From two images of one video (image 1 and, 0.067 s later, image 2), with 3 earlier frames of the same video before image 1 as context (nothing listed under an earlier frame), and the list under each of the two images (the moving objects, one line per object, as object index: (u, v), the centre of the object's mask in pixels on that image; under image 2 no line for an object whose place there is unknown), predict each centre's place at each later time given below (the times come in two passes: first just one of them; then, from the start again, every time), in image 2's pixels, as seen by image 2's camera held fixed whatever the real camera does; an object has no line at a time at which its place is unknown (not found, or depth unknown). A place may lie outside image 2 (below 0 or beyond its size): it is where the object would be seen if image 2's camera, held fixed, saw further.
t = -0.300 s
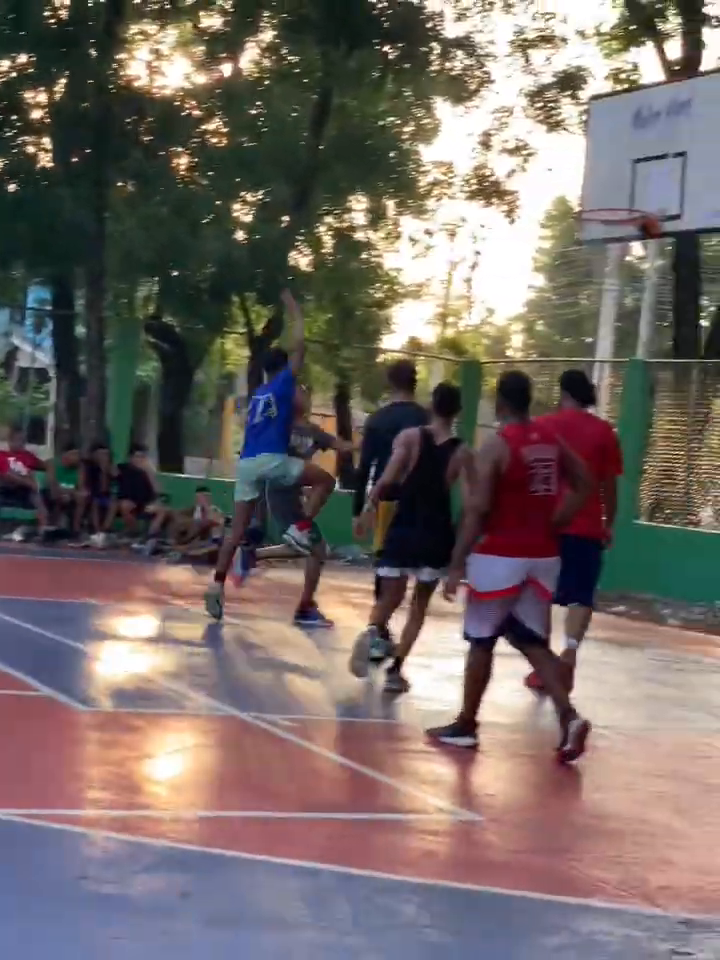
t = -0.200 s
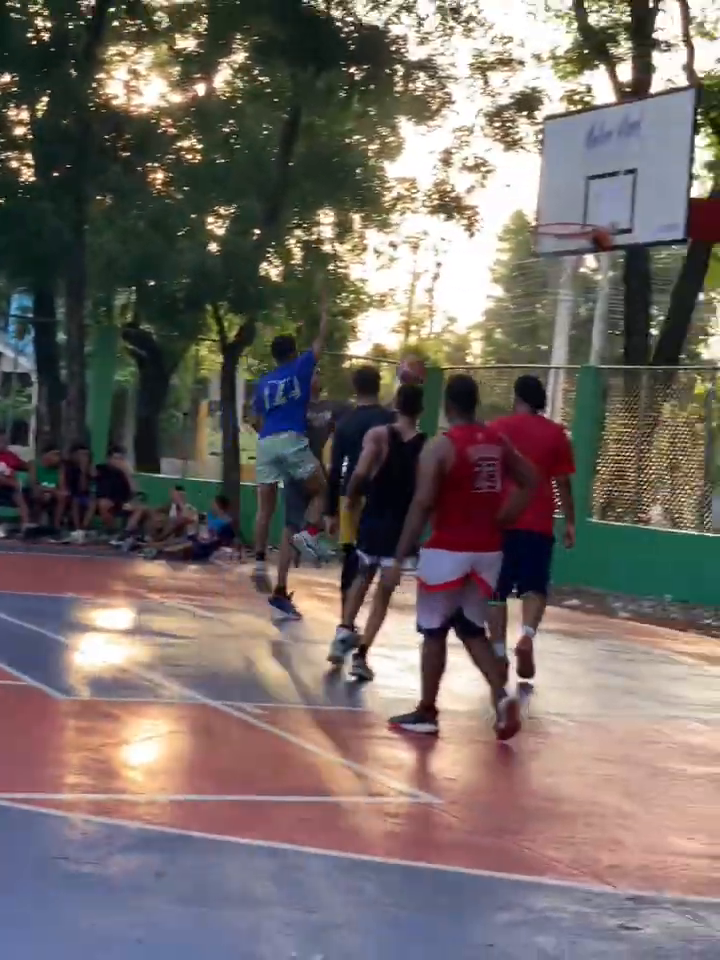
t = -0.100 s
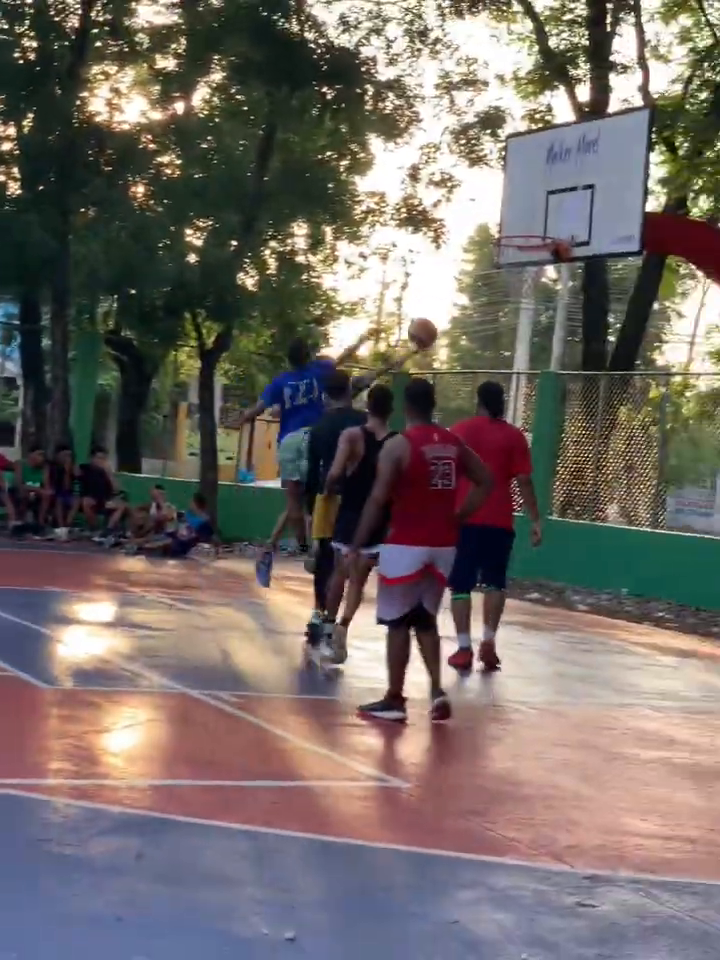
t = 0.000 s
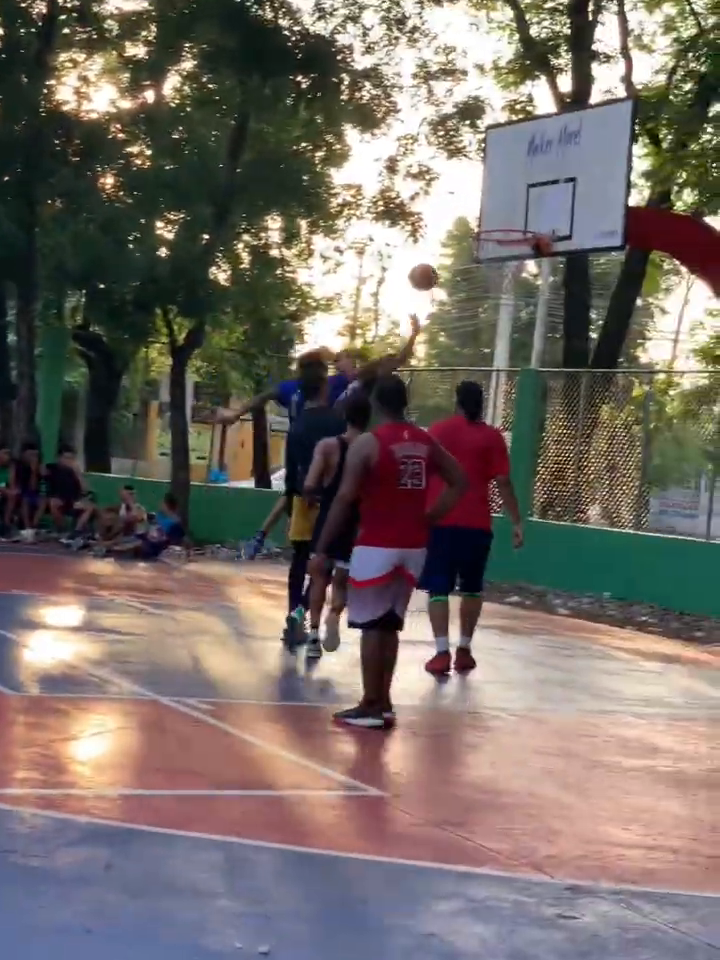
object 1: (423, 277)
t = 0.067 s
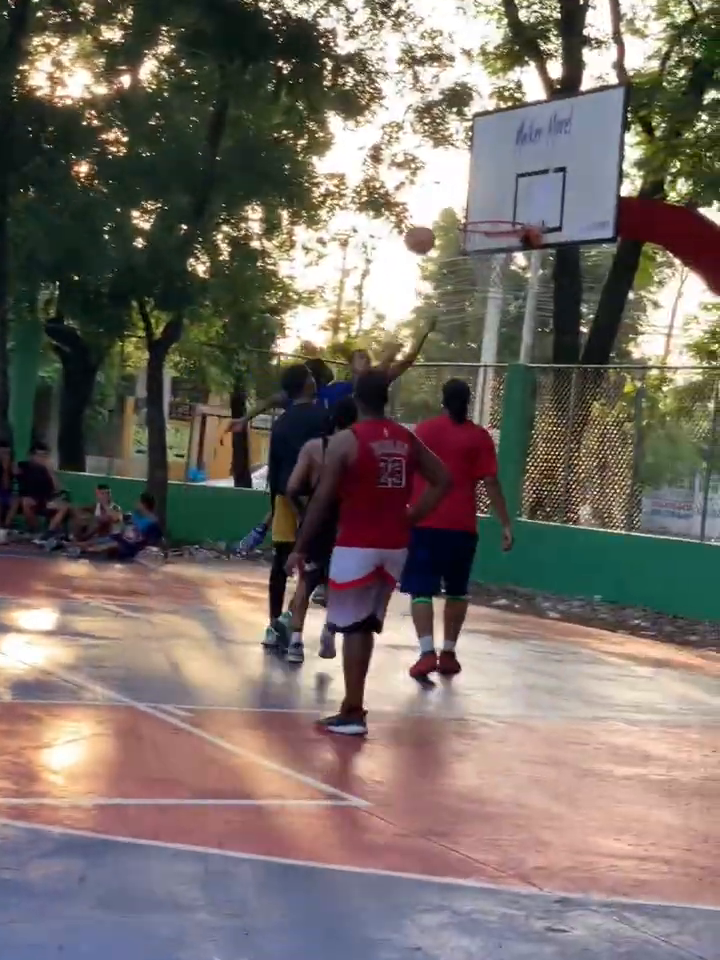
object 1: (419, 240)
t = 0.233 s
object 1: (443, 176)
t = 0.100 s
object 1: (423, 225)
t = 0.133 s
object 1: (429, 212)
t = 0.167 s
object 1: (434, 198)
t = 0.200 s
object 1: (438, 187)
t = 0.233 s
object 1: (443, 176)
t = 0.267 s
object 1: (447, 168)
